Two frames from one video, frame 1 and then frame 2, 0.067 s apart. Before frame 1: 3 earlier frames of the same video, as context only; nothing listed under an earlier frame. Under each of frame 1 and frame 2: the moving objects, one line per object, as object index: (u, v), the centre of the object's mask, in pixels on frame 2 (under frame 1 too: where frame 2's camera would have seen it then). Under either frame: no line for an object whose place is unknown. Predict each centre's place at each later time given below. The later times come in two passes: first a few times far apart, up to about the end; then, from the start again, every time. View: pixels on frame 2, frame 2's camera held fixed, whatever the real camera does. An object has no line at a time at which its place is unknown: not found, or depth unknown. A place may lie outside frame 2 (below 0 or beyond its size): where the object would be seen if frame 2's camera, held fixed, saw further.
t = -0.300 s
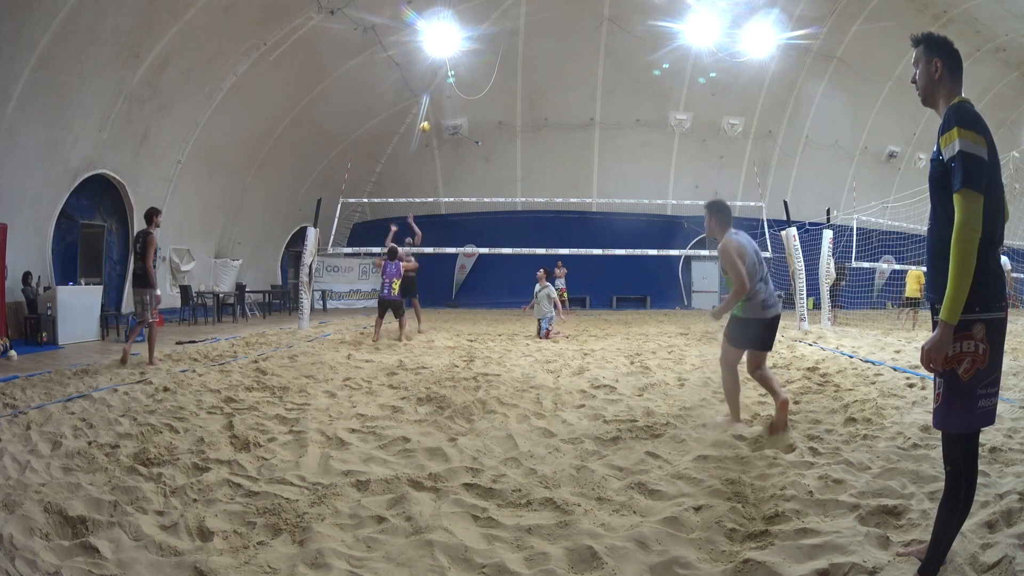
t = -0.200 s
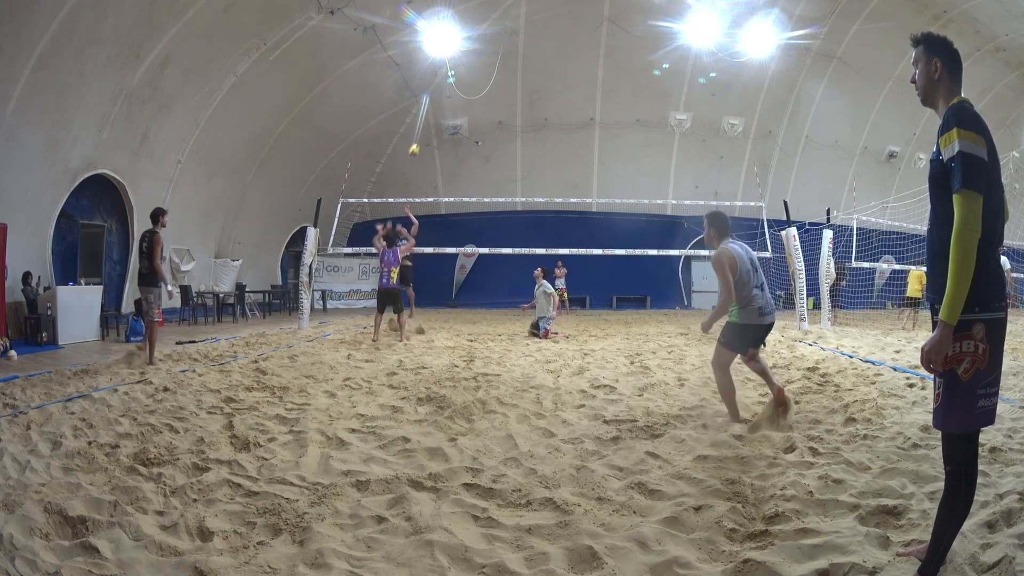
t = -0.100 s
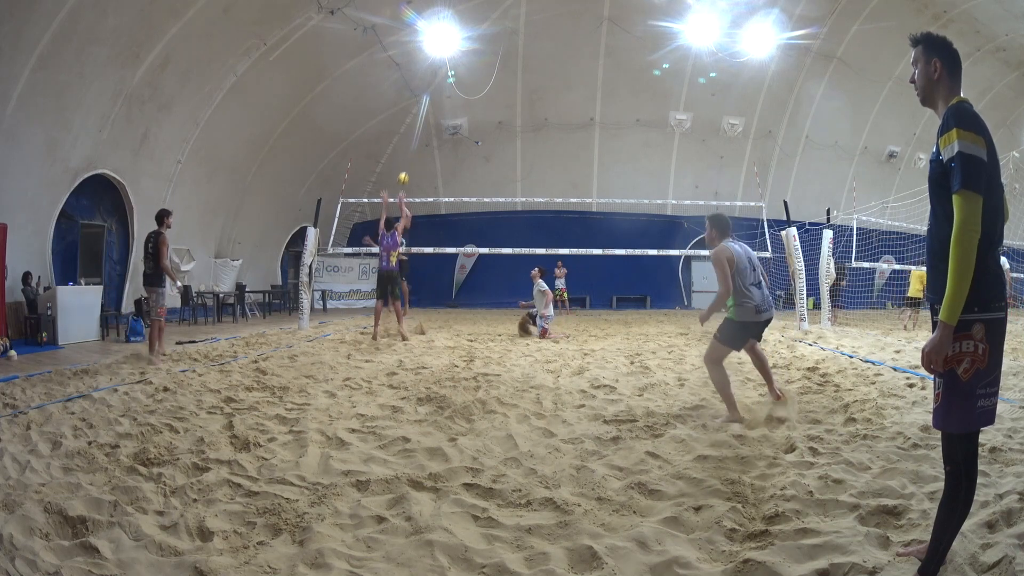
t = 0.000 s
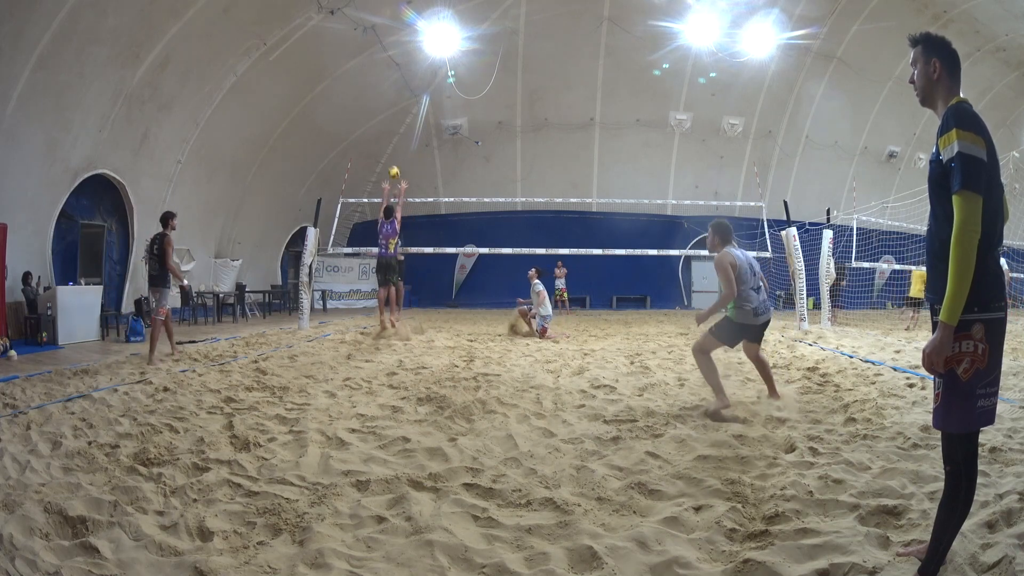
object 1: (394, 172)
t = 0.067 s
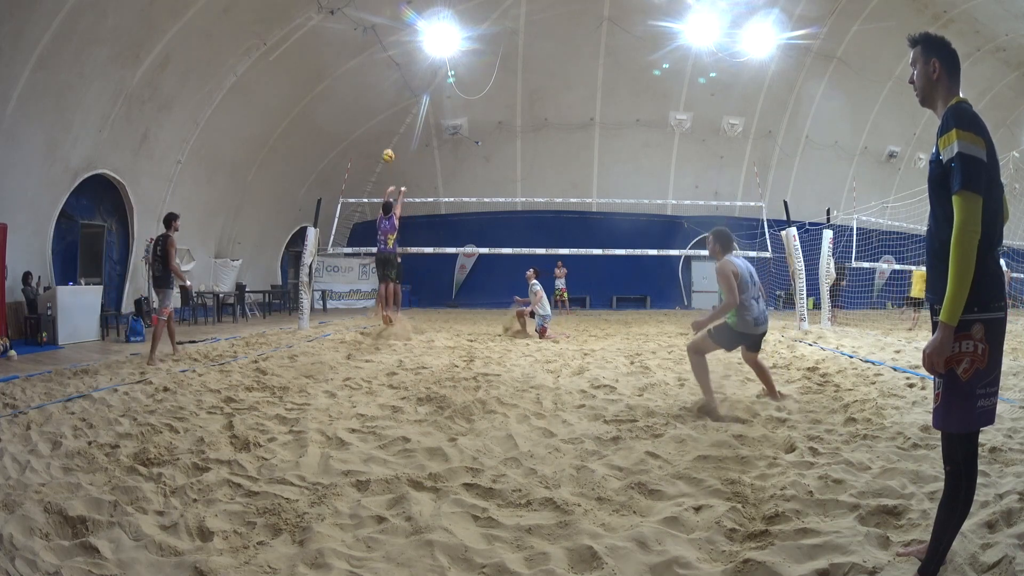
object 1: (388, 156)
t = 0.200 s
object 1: (375, 126)
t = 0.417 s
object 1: (347, 93)
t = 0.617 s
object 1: (306, 85)
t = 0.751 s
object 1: (265, 101)
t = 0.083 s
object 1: (387, 151)
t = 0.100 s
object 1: (385, 147)
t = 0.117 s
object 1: (383, 144)
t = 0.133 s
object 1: (382, 140)
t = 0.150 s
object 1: (380, 136)
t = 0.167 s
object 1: (379, 133)
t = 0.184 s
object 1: (378, 129)
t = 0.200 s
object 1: (375, 126)
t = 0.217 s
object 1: (374, 122)
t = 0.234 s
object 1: (372, 119)
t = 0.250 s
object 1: (370, 116)
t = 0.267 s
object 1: (368, 113)
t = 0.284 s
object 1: (366, 111)
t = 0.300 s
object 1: (364, 108)
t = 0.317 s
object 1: (361, 105)
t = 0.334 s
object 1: (359, 103)
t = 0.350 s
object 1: (357, 100)
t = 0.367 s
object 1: (354, 98)
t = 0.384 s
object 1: (353, 96)
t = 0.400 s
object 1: (350, 94)
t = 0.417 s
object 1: (347, 93)
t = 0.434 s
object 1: (344, 91)
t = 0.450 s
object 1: (341, 90)
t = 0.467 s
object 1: (338, 88)
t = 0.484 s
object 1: (336, 87)
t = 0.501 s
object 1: (332, 86)
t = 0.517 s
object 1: (329, 86)
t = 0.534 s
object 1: (325, 85)
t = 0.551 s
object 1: (322, 84)
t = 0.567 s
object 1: (318, 84)
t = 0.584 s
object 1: (314, 84)
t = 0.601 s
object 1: (311, 84)
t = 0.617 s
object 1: (306, 85)
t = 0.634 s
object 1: (302, 86)
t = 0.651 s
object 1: (297, 87)
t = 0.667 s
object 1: (293, 88)
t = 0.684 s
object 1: (288, 90)
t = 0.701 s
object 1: (283, 92)
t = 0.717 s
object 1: (277, 95)
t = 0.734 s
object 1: (271, 98)
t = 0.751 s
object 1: (265, 101)
